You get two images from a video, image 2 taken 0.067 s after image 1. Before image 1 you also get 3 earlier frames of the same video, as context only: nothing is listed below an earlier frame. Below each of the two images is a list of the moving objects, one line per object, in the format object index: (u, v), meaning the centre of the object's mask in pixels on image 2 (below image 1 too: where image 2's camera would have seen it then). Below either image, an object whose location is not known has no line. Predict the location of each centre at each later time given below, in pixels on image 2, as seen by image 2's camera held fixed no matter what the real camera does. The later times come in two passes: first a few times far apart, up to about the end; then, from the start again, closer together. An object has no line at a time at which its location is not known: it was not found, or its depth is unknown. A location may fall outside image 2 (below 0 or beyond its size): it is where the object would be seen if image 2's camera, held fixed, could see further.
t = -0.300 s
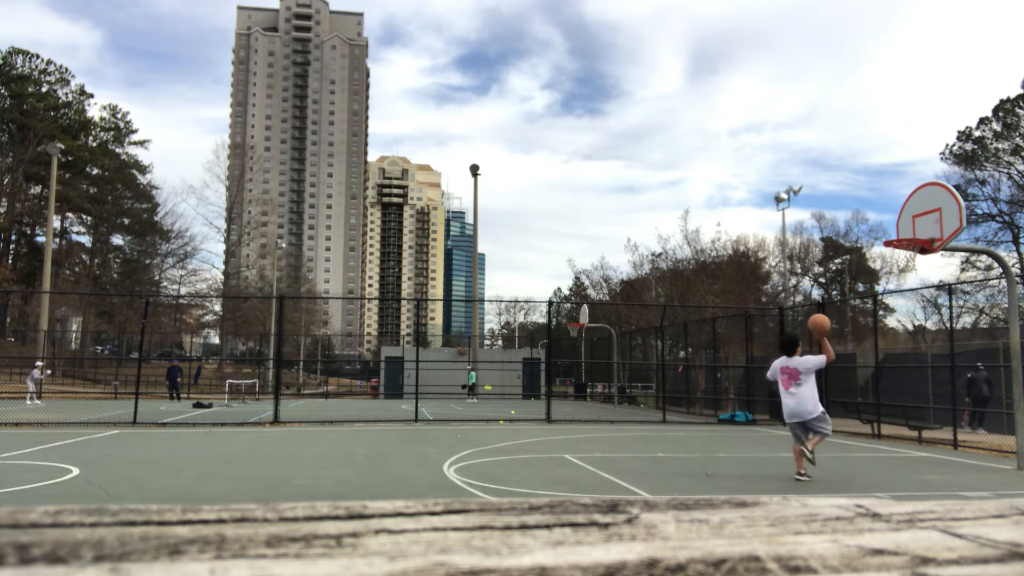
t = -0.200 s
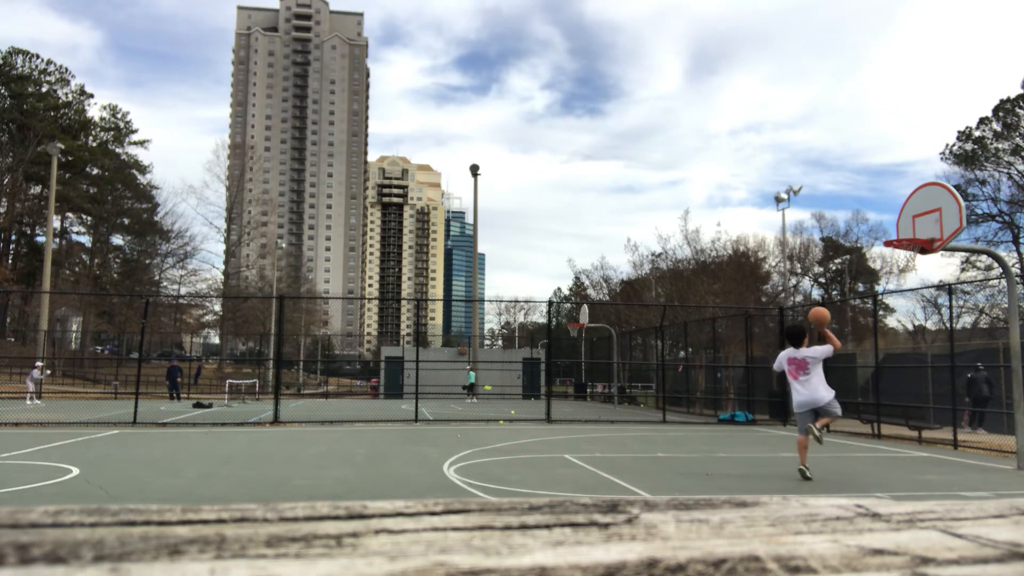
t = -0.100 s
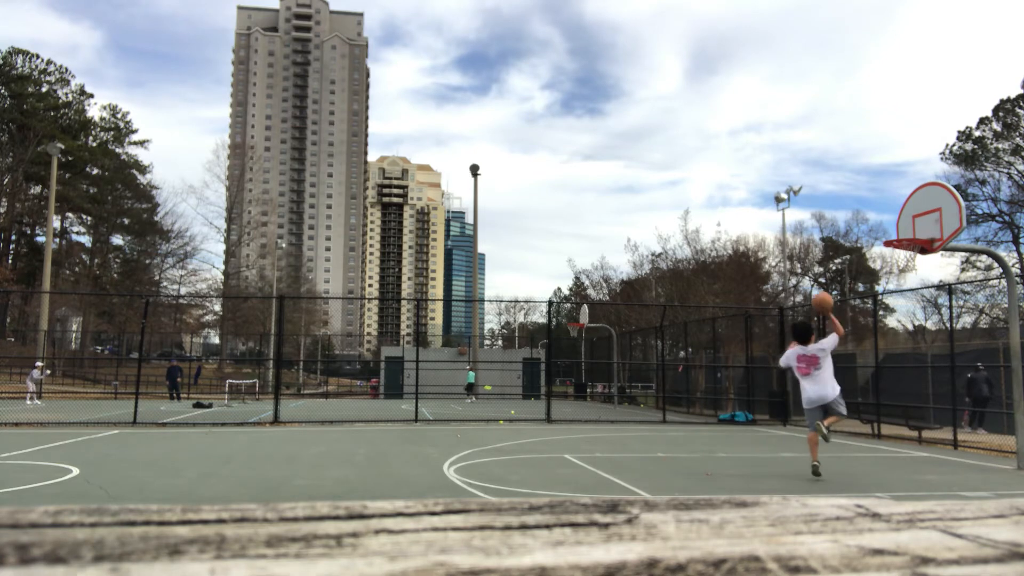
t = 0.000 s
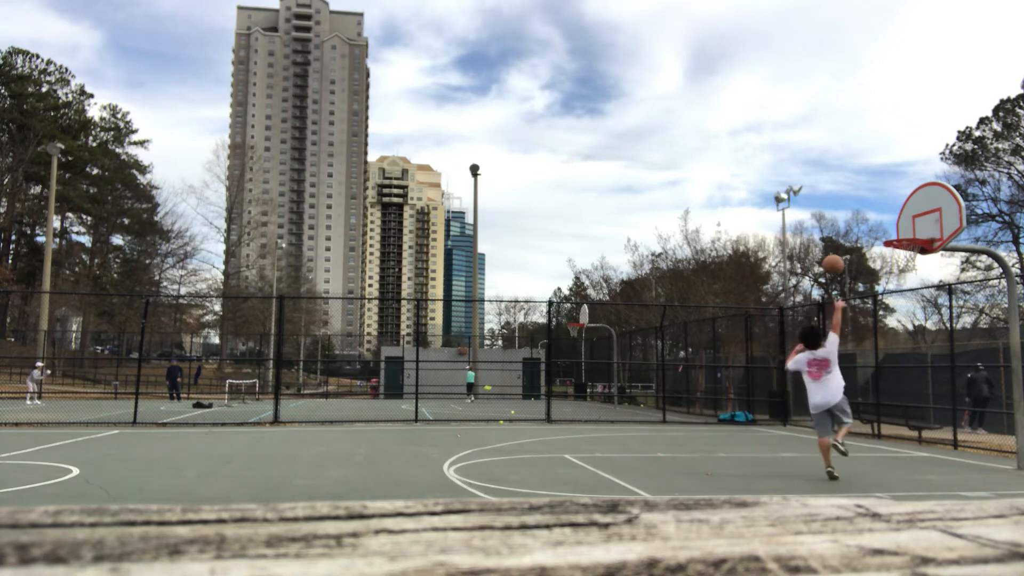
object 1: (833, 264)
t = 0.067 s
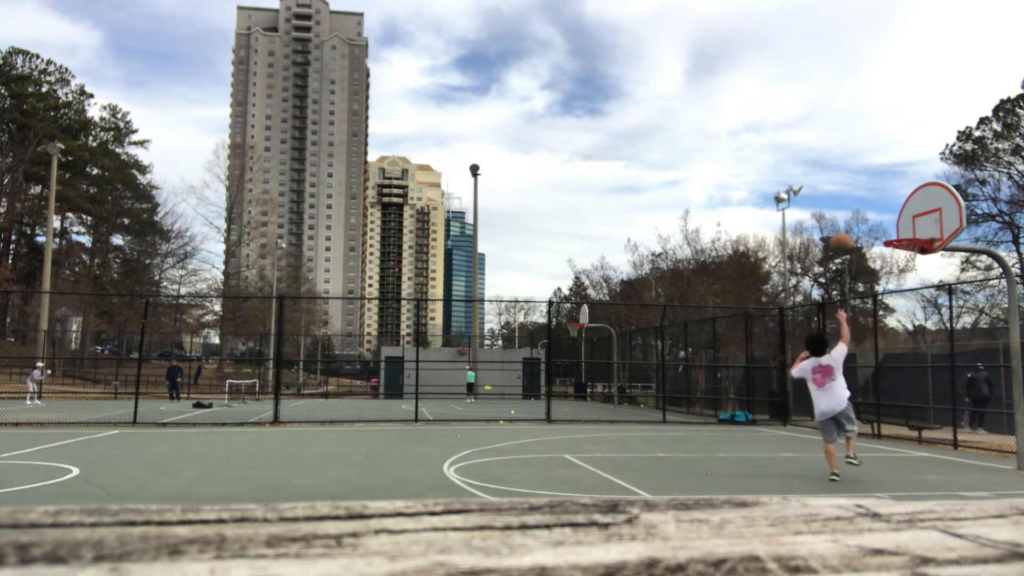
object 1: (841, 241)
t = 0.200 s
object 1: (855, 210)
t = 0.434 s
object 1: (878, 191)
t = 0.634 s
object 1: (897, 206)
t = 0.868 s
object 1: (896, 249)
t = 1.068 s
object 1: (890, 283)
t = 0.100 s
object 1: (844, 232)
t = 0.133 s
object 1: (847, 224)
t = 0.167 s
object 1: (851, 217)
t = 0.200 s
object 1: (855, 210)
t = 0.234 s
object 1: (858, 205)
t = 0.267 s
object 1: (861, 201)
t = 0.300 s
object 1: (865, 197)
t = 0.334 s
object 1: (868, 194)
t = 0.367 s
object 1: (871, 192)
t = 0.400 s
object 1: (874, 191)
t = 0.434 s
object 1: (878, 191)
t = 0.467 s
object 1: (881, 191)
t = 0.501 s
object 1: (884, 193)
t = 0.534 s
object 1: (887, 195)
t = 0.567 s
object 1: (890, 198)
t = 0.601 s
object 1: (893, 202)
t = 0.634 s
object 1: (897, 206)
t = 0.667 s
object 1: (900, 211)
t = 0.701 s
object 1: (903, 217)
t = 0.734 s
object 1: (906, 224)
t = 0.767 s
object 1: (910, 230)
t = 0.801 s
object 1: (912, 235)
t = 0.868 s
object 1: (896, 249)
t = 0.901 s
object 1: (891, 252)
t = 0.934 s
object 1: (891, 257)
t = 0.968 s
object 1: (891, 262)
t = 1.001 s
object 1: (891, 269)
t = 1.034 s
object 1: (891, 276)
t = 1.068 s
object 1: (890, 283)
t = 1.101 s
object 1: (890, 292)
